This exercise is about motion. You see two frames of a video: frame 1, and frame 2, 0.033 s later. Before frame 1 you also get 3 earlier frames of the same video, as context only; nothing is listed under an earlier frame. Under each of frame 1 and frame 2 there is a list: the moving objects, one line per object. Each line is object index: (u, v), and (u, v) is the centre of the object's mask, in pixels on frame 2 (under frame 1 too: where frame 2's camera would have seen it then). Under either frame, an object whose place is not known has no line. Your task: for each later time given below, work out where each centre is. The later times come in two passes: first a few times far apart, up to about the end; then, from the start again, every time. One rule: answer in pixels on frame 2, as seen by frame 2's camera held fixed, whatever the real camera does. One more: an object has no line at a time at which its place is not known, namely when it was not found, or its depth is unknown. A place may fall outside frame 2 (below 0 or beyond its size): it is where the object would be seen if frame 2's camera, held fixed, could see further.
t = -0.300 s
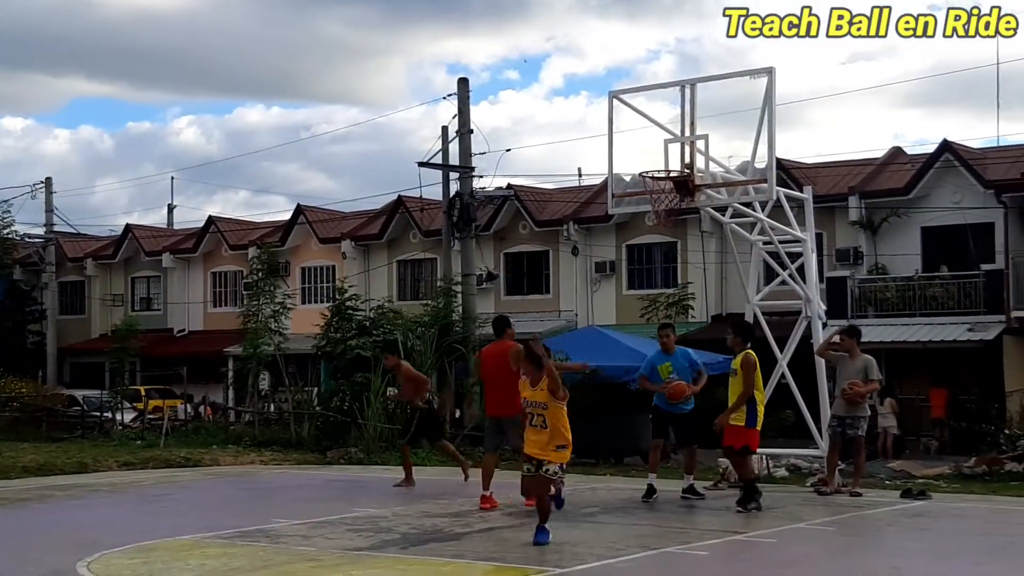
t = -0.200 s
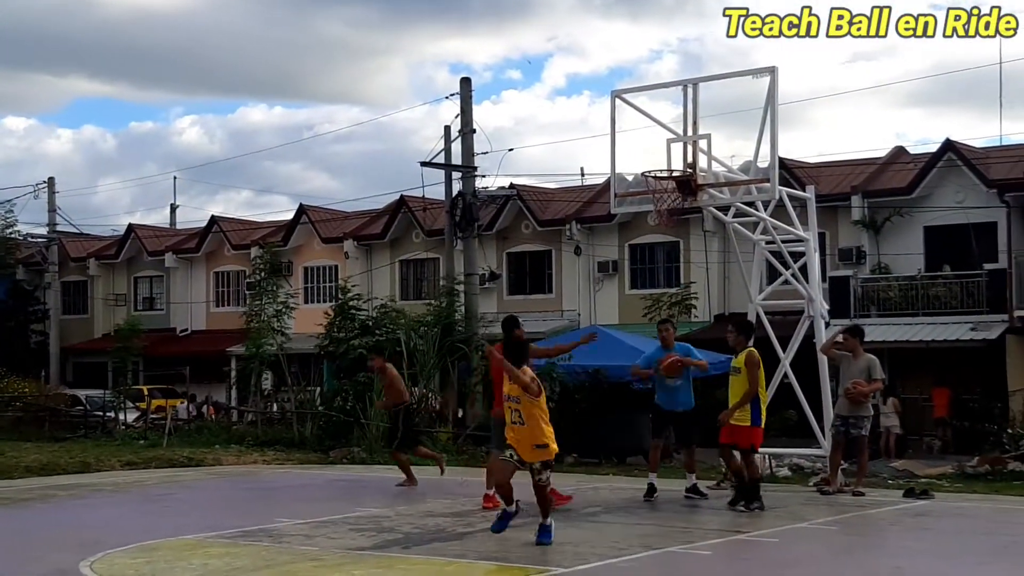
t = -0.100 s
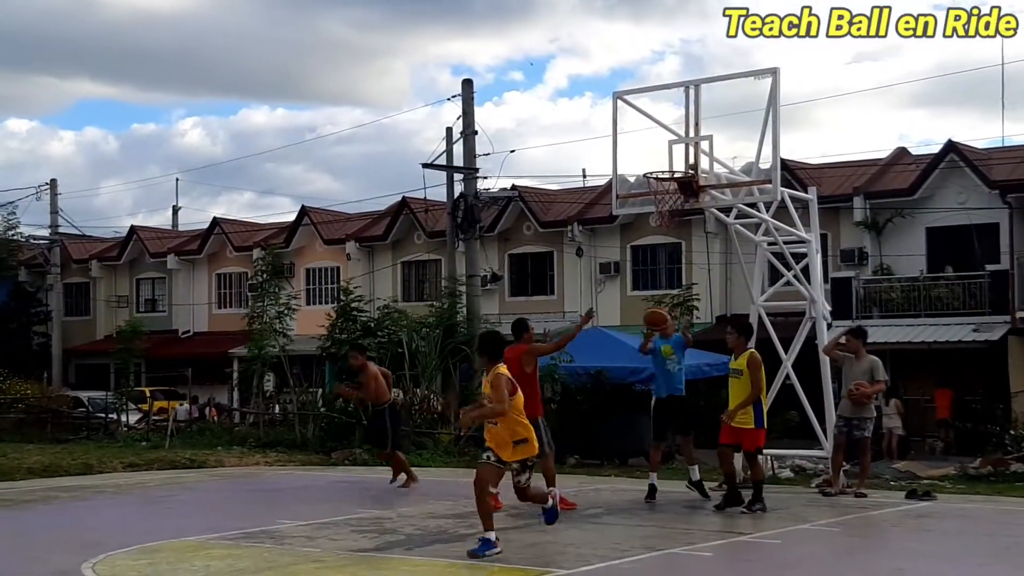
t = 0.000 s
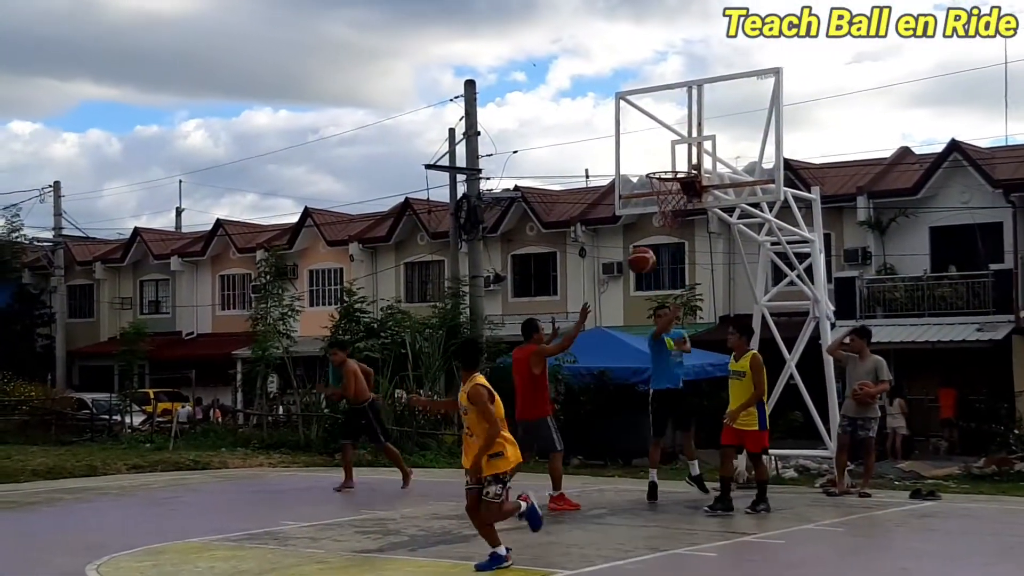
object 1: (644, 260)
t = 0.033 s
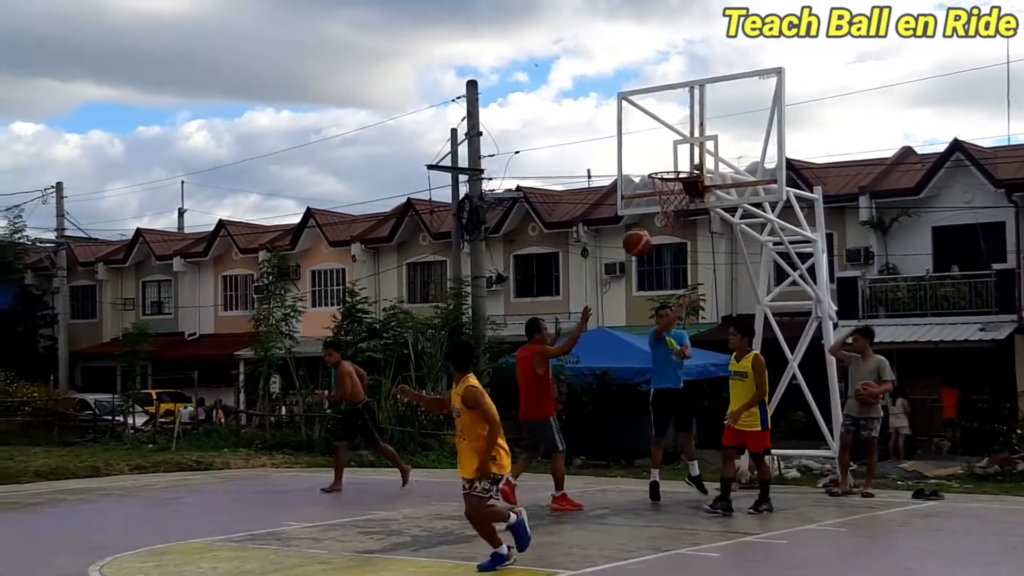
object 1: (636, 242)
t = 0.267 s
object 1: (582, 129)
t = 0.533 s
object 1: (494, 50)
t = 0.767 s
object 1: (374, 59)
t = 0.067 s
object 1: (631, 225)
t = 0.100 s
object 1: (622, 207)
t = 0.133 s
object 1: (616, 190)
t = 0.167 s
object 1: (607, 174)
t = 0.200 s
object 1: (599, 158)
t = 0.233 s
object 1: (591, 143)
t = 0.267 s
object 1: (582, 129)
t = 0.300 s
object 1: (573, 116)
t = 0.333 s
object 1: (563, 103)
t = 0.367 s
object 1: (553, 91)
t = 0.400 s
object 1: (543, 81)
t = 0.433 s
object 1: (531, 71)
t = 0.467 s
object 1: (520, 63)
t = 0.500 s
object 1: (507, 56)
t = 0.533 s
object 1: (494, 50)
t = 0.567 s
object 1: (479, 45)
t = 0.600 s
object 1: (464, 43)
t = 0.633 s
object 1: (448, 42)
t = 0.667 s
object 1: (431, 42)
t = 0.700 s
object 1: (414, 46)
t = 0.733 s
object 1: (394, 51)
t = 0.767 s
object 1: (374, 59)
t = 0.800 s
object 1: (351, 70)
